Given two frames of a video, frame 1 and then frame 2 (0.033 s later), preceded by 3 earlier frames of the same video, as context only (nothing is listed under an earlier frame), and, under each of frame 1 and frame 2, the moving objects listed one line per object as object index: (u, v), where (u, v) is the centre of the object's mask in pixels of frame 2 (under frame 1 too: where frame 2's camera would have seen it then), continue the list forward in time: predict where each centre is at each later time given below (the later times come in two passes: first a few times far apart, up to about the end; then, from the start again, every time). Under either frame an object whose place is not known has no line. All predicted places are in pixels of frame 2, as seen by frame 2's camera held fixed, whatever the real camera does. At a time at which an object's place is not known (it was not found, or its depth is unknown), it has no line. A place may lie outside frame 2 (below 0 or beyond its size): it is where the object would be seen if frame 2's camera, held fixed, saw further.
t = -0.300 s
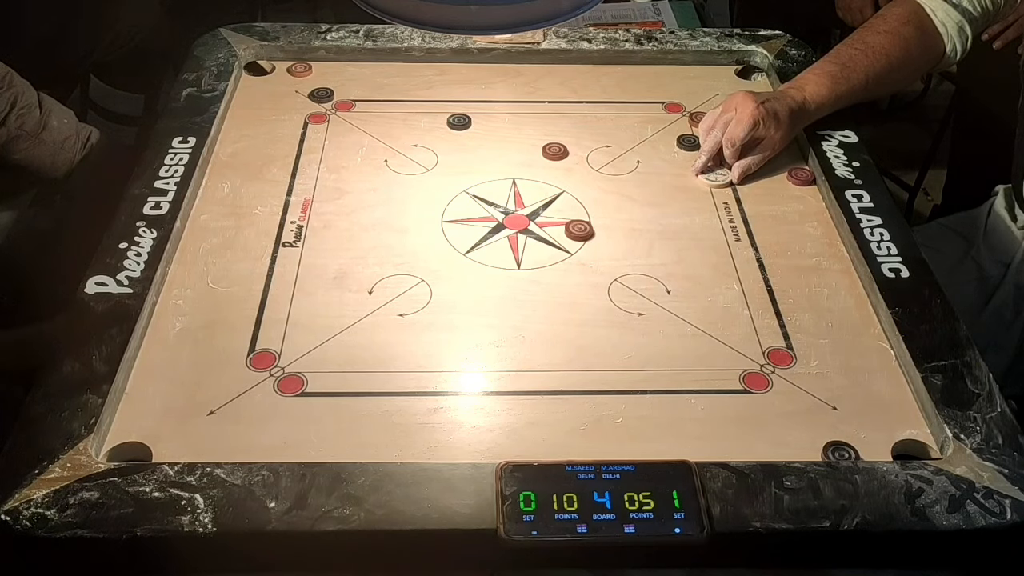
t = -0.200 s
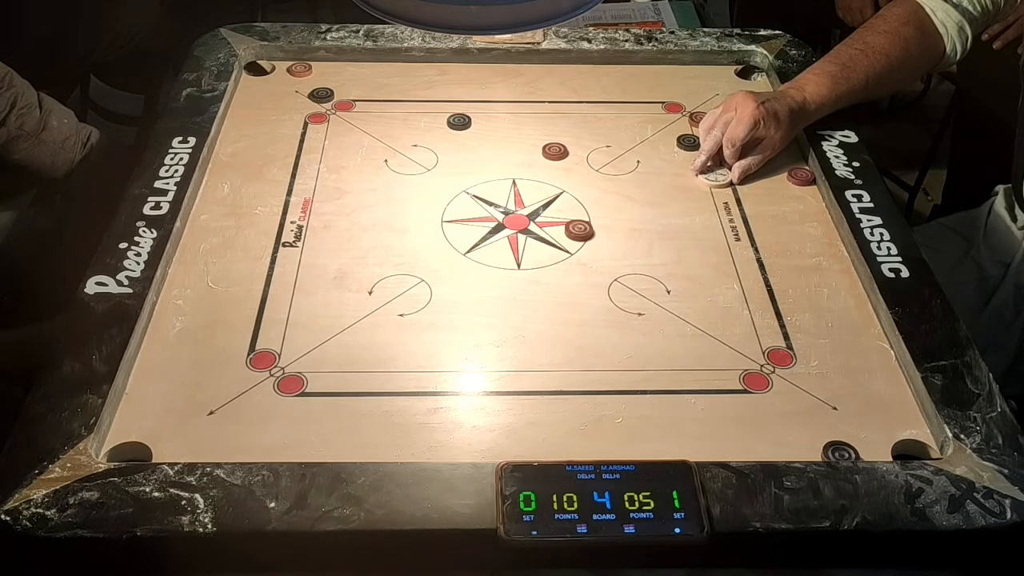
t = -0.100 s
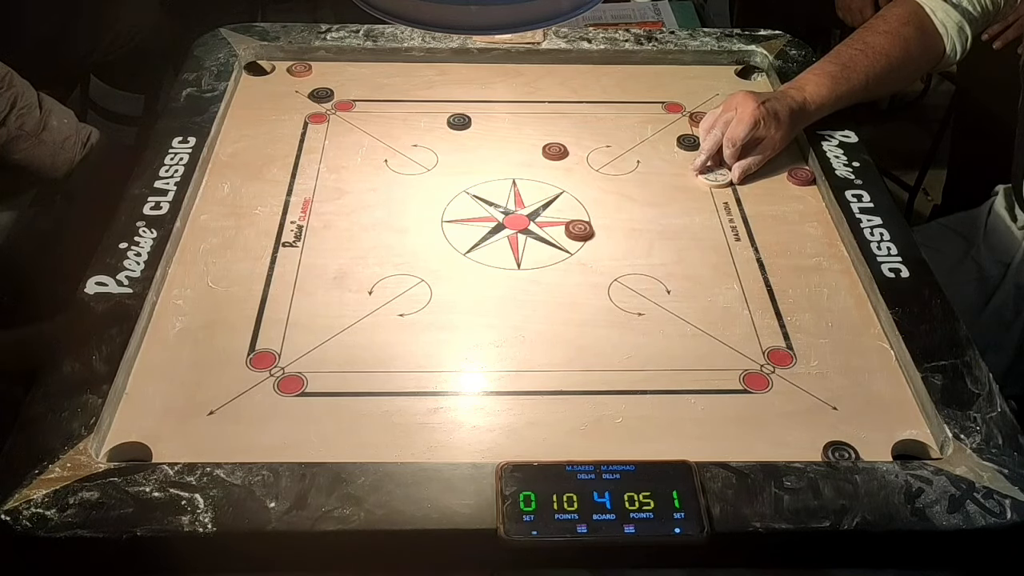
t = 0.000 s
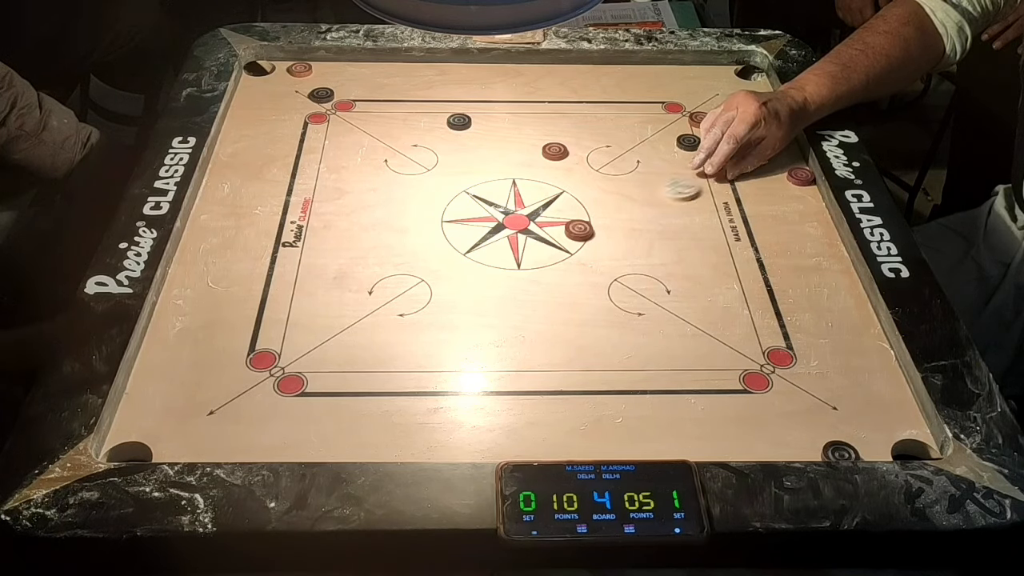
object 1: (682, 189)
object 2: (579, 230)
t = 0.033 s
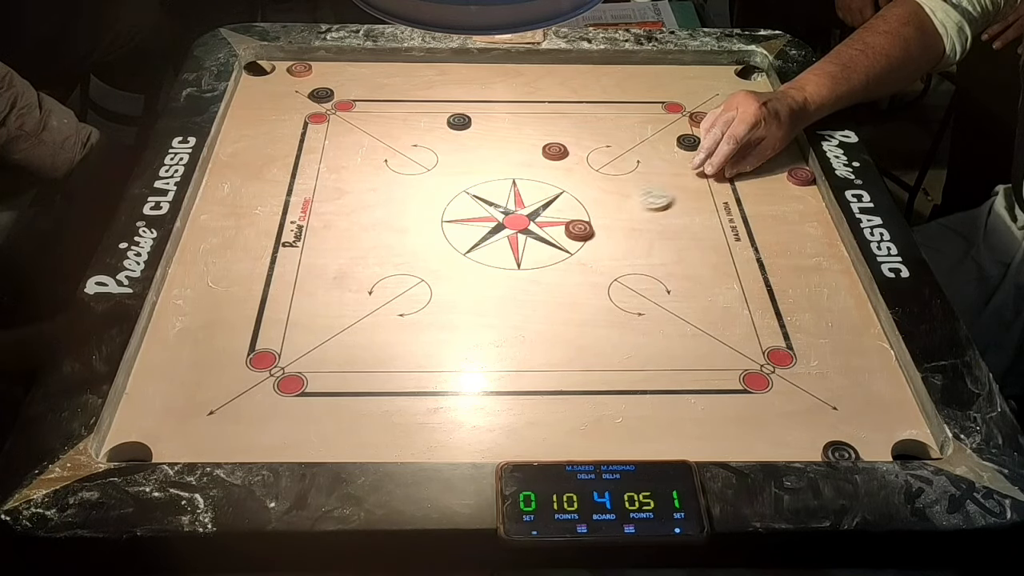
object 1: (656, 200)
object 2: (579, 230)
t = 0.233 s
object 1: (549, 231)
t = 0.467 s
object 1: (505, 243)
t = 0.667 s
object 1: (502, 244)
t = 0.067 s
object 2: (579, 230)
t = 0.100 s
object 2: (576, 232)
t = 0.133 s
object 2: (541, 249)
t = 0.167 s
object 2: (507, 265)
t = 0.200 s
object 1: (561, 228)
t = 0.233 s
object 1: (549, 231)
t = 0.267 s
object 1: (540, 233)
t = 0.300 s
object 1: (531, 236)
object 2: (375, 332)
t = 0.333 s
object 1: (523, 238)
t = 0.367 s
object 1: (518, 240)
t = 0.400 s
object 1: (512, 241)
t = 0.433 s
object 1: (508, 242)
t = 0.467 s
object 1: (505, 243)
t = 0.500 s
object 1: (503, 244)
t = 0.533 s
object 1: (502, 244)
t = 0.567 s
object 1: (502, 244)
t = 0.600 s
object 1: (502, 244)
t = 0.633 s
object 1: (502, 244)
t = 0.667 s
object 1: (502, 244)
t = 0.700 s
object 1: (502, 244)
